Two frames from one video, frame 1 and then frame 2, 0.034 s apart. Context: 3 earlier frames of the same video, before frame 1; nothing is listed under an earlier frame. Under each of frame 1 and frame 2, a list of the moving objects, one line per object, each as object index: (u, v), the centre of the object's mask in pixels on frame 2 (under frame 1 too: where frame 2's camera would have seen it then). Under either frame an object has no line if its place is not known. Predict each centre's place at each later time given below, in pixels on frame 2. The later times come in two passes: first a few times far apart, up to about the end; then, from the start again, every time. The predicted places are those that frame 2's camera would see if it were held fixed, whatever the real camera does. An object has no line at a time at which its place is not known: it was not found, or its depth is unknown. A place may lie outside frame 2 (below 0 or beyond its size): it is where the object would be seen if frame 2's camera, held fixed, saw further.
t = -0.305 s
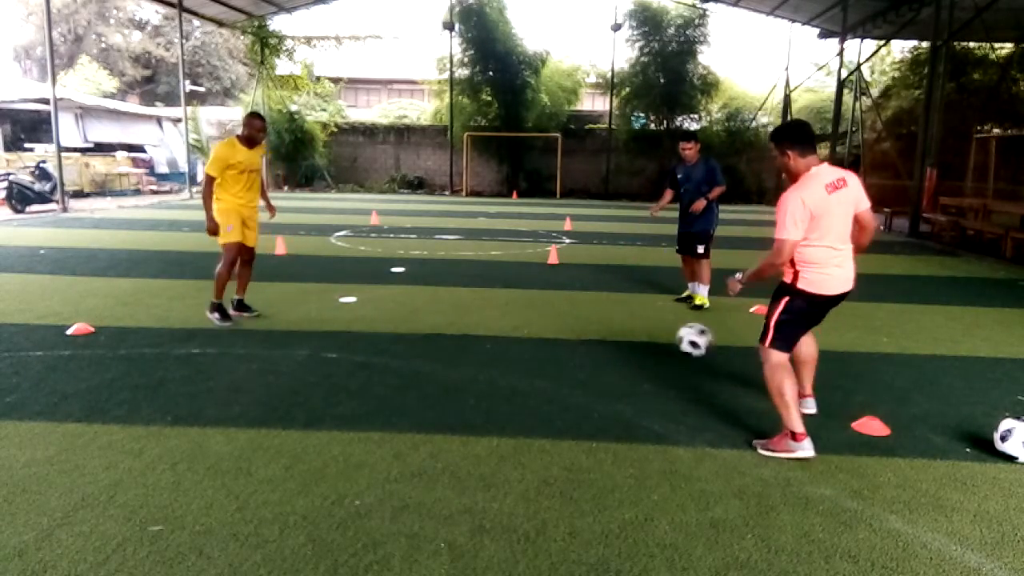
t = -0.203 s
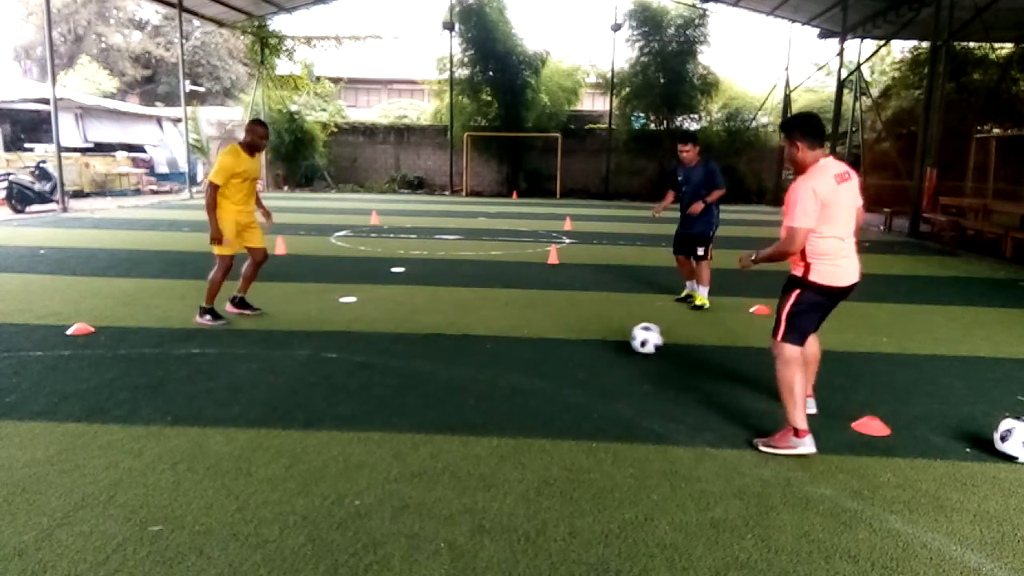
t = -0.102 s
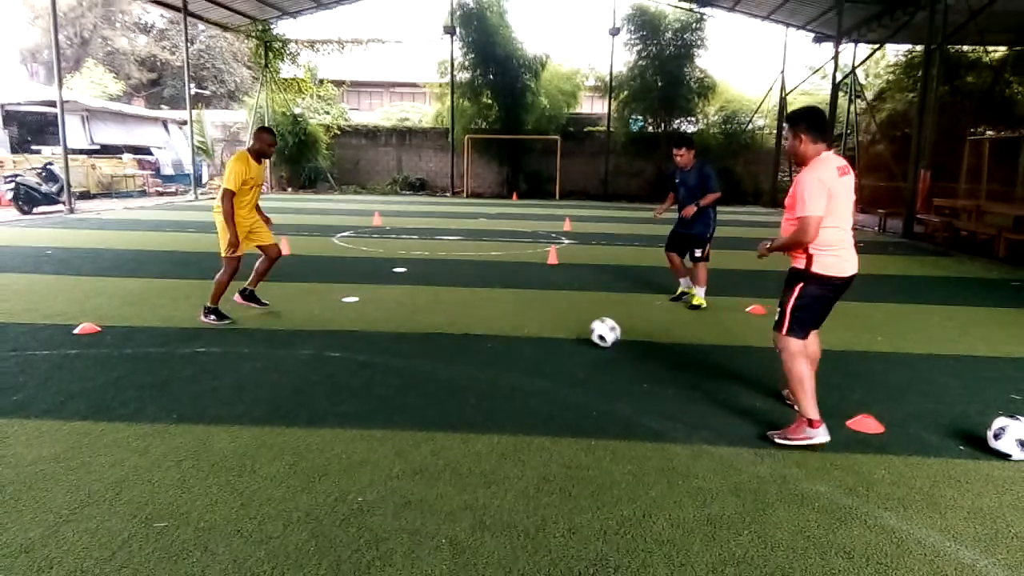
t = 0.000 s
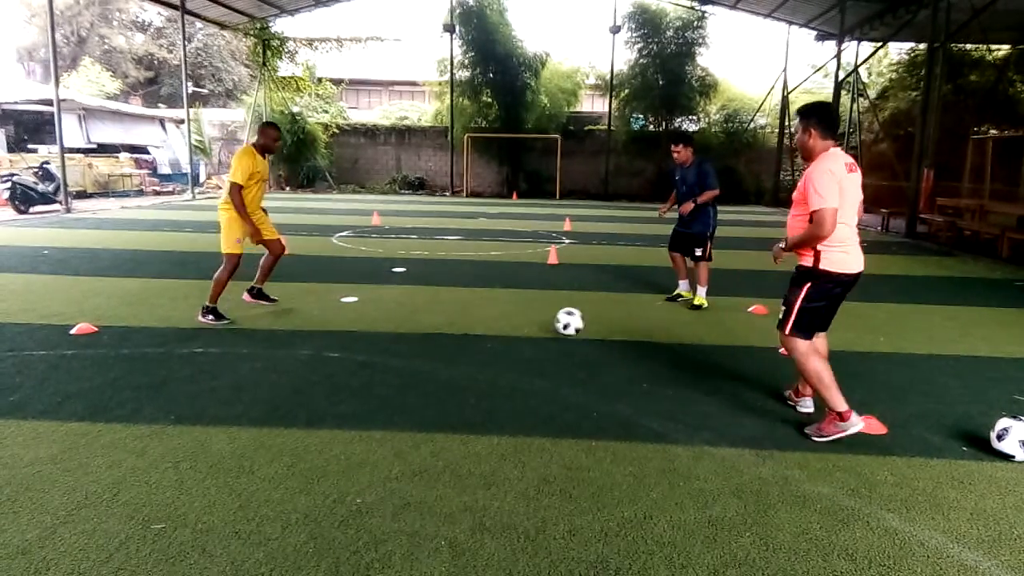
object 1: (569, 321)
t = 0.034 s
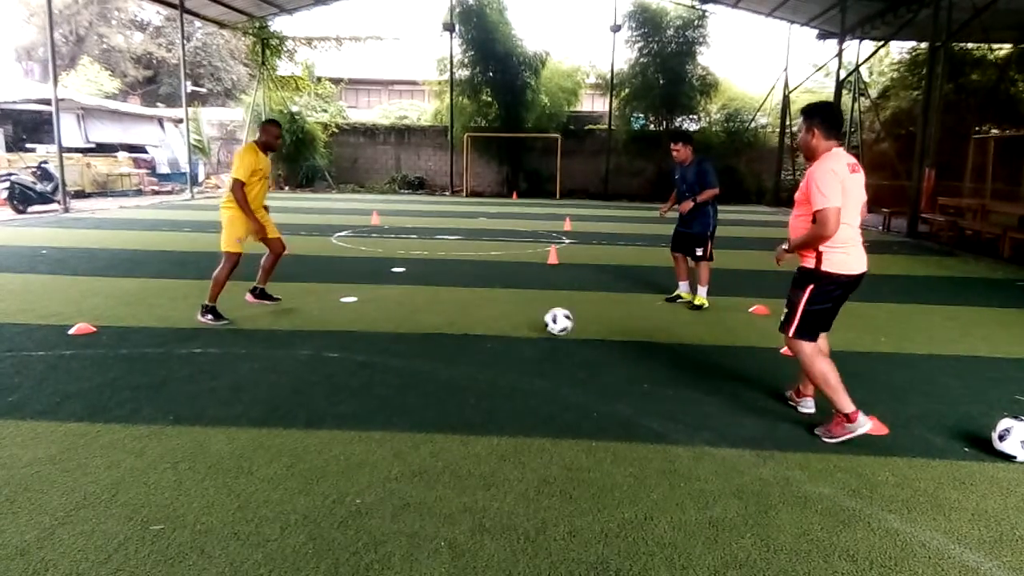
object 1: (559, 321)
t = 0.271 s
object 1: (487, 309)
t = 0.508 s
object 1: (429, 295)
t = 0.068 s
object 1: (547, 322)
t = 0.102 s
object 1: (536, 321)
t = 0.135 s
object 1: (526, 315)
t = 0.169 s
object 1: (516, 311)
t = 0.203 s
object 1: (506, 309)
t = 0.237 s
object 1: (497, 309)
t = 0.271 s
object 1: (487, 309)
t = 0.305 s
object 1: (478, 306)
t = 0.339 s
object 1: (469, 303)
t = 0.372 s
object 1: (461, 302)
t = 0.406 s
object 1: (452, 302)
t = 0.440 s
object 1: (445, 299)
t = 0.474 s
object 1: (437, 296)
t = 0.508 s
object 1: (429, 295)
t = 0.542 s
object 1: (422, 294)
